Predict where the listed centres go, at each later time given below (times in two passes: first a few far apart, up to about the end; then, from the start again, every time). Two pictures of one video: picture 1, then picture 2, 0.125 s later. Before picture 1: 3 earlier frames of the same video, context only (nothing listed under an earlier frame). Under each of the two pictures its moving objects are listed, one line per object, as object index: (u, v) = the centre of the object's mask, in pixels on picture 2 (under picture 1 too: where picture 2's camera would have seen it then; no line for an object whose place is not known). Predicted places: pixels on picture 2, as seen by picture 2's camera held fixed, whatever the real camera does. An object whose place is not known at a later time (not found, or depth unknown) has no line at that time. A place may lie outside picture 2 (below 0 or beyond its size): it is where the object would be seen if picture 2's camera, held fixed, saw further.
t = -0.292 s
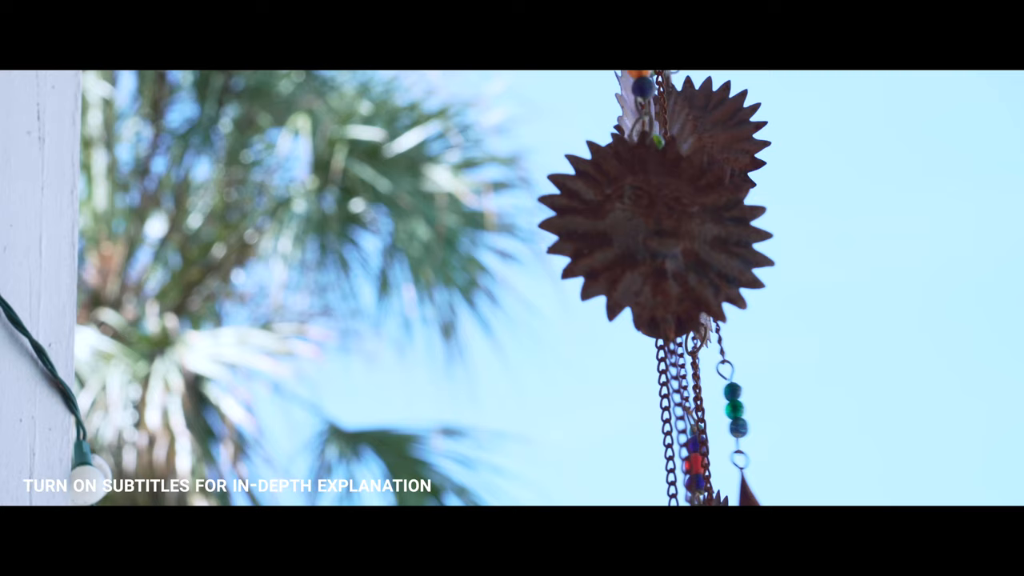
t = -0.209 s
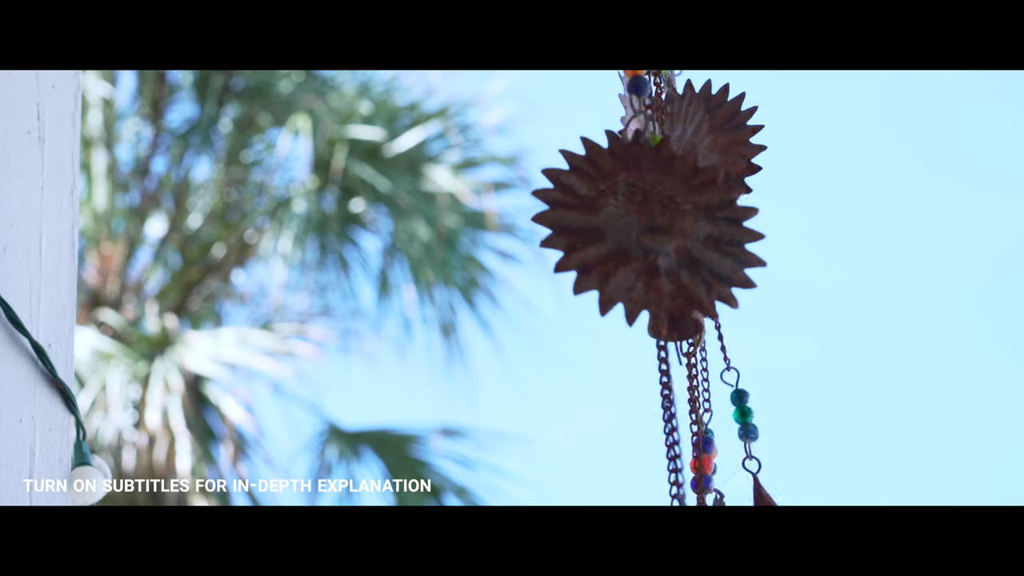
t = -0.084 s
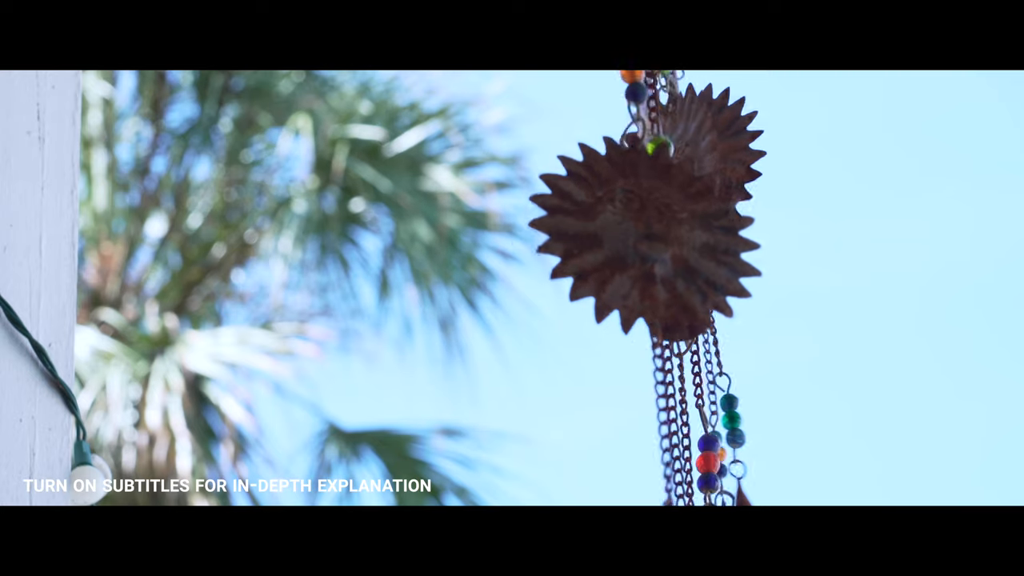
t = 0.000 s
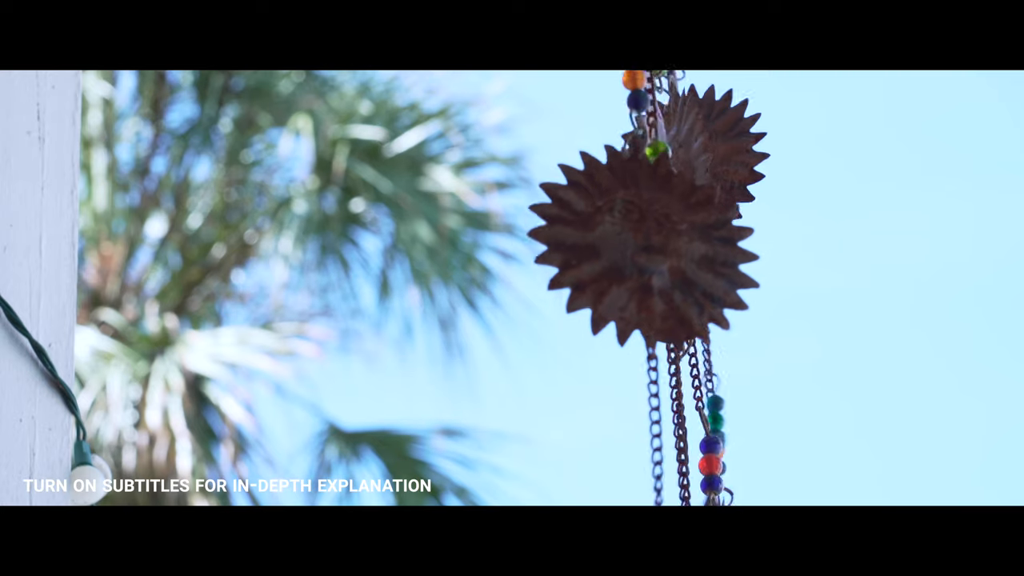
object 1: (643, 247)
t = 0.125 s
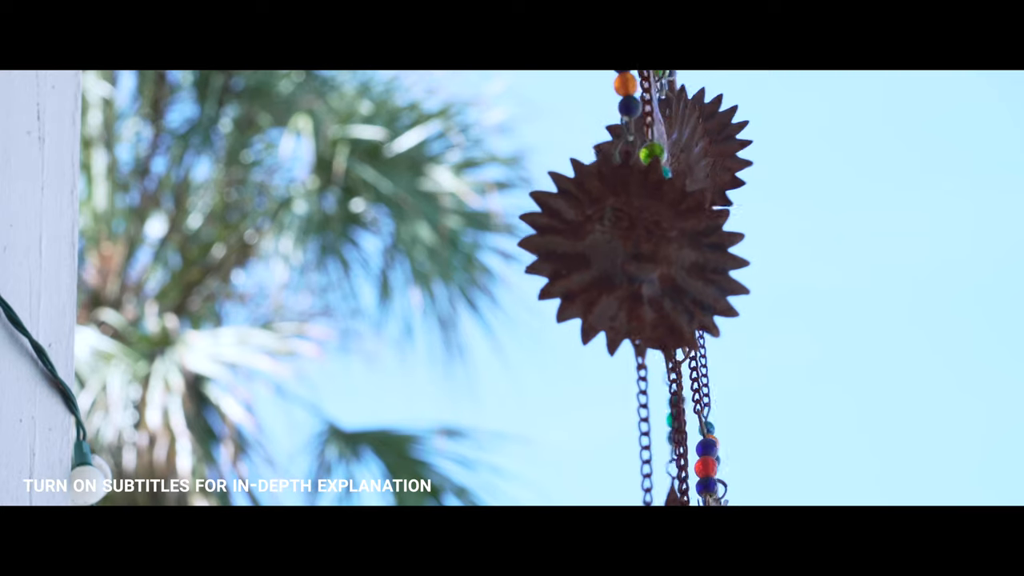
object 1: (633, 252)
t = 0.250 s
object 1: (625, 249)
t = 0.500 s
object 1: (629, 243)
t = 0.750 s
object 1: (631, 220)
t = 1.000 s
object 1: (652, 224)
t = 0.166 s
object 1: (629, 251)
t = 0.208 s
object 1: (626, 249)
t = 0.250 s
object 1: (625, 249)
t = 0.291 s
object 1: (625, 250)
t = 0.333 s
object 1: (626, 250)
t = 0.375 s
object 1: (628, 251)
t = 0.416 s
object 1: (628, 250)
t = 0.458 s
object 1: (629, 247)
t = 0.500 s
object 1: (629, 243)
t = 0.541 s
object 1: (628, 239)
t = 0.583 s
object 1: (626, 234)
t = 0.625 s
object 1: (627, 228)
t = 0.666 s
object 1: (628, 224)
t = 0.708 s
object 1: (629, 221)
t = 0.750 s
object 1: (631, 220)
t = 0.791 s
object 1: (634, 219)
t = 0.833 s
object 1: (639, 219)
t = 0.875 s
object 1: (644, 220)
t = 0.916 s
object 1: (648, 222)
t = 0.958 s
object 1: (649, 225)
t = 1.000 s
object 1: (652, 224)
